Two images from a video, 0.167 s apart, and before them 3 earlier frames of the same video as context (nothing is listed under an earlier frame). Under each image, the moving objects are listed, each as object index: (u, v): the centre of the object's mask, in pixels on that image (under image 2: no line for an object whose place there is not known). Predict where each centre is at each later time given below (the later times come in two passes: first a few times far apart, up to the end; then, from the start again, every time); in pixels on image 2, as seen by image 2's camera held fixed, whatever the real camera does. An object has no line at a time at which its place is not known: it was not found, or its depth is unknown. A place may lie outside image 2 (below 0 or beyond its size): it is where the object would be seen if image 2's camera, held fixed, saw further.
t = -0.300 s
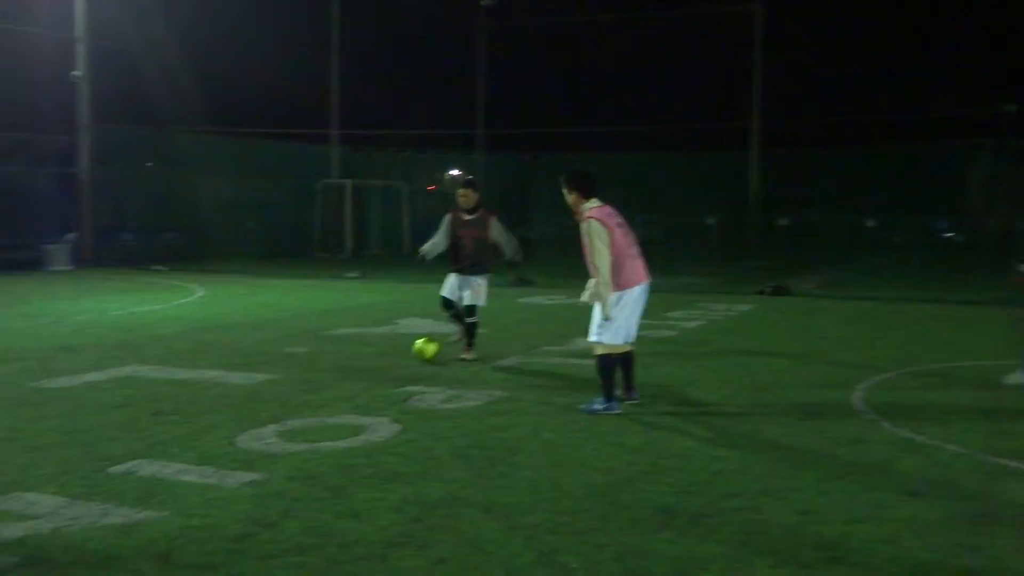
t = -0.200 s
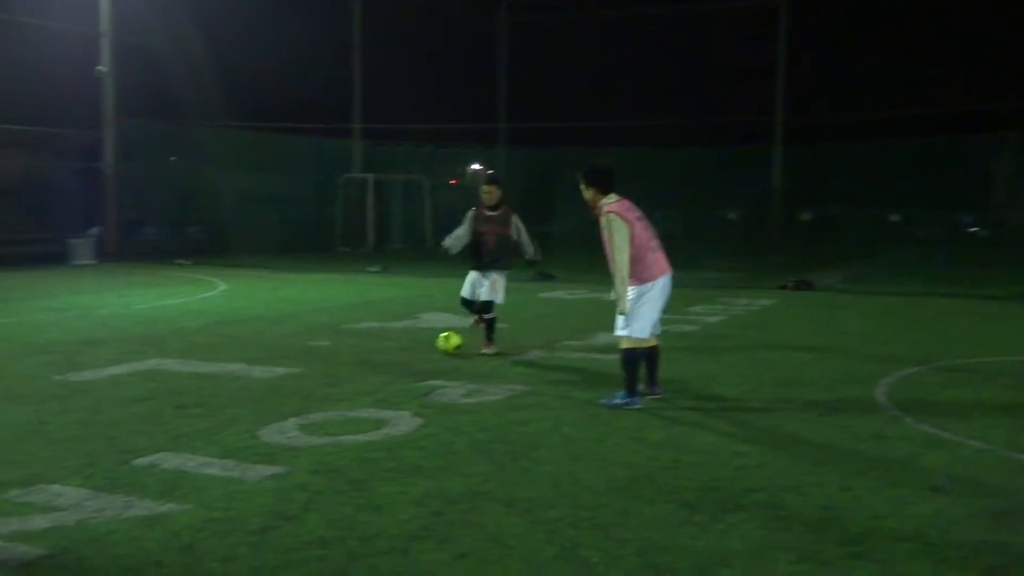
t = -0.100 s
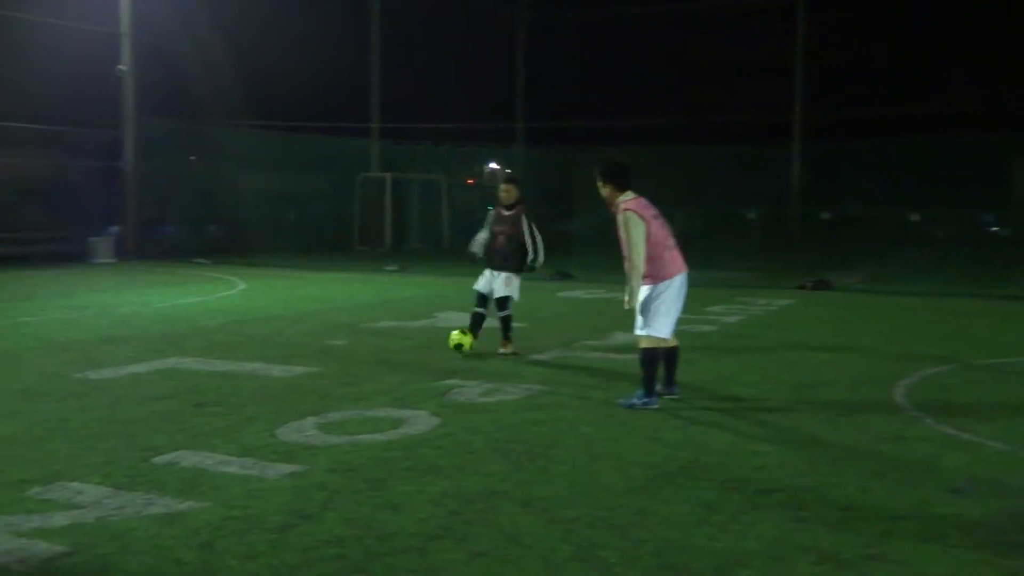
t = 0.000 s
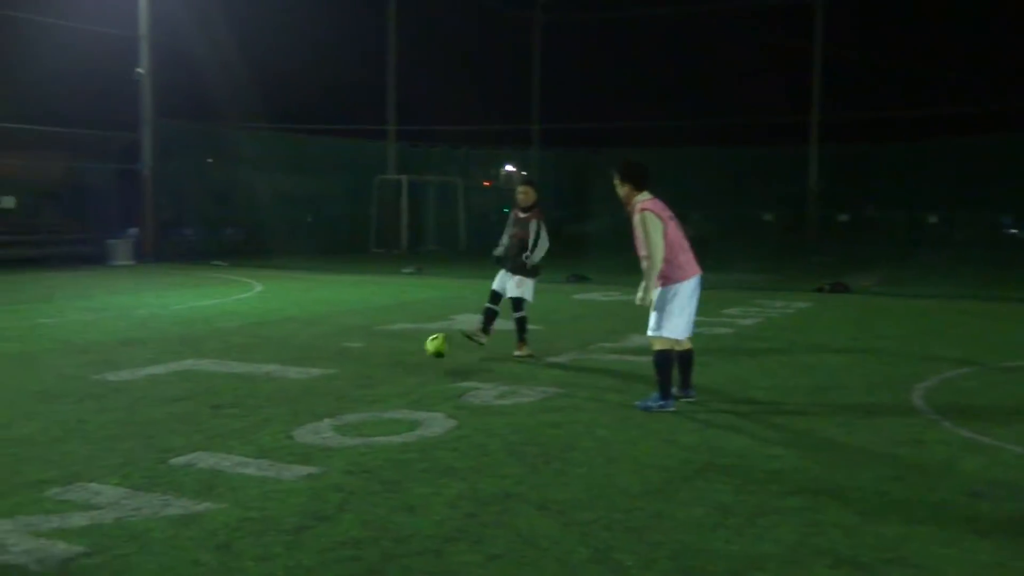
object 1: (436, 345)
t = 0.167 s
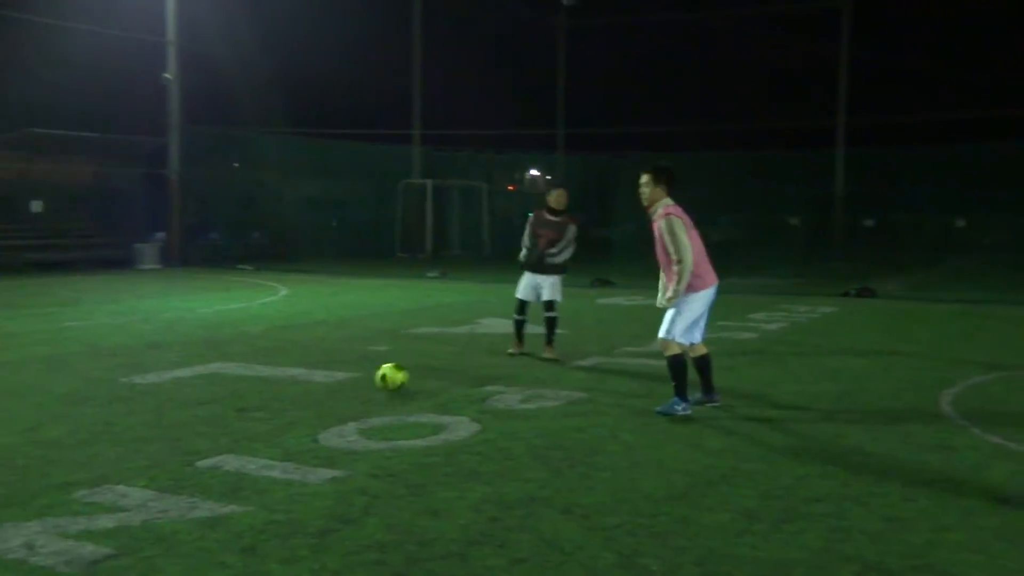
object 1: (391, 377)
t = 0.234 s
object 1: (363, 382)
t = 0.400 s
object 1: (286, 403)
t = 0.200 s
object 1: (377, 379)
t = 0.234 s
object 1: (363, 382)
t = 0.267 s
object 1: (347, 387)
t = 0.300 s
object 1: (331, 394)
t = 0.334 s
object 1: (317, 396)
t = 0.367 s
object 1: (302, 399)
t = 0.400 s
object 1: (286, 403)
